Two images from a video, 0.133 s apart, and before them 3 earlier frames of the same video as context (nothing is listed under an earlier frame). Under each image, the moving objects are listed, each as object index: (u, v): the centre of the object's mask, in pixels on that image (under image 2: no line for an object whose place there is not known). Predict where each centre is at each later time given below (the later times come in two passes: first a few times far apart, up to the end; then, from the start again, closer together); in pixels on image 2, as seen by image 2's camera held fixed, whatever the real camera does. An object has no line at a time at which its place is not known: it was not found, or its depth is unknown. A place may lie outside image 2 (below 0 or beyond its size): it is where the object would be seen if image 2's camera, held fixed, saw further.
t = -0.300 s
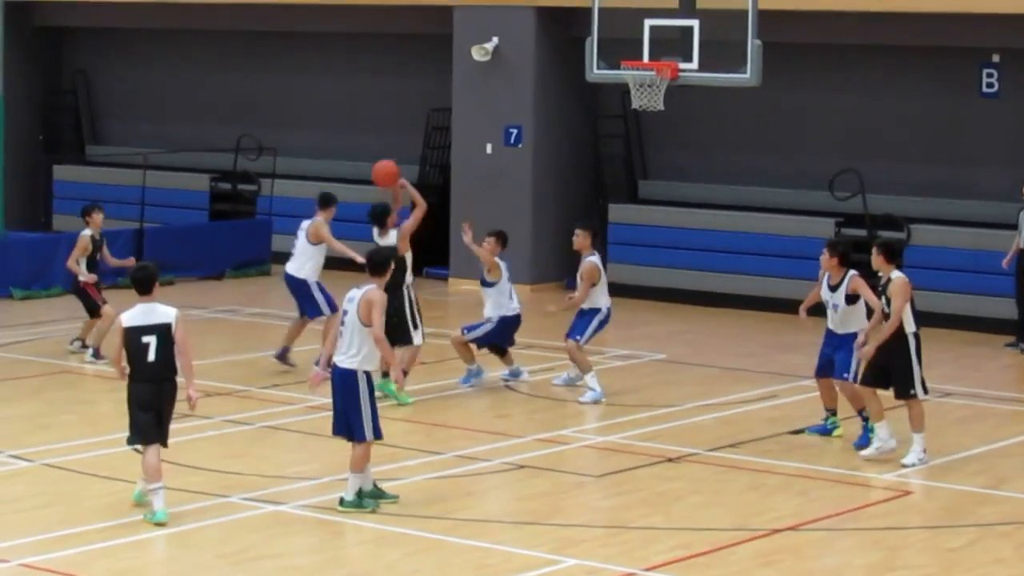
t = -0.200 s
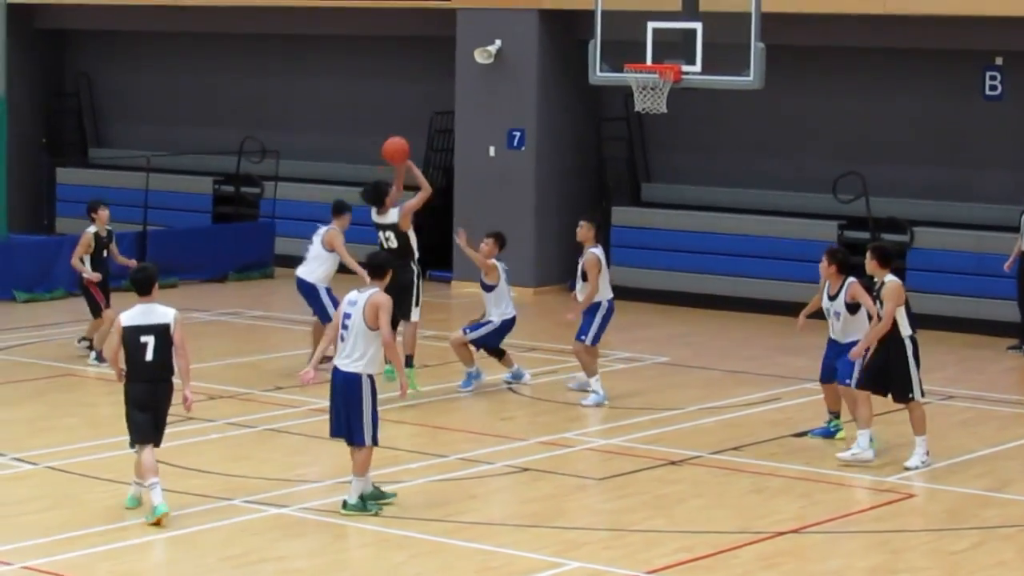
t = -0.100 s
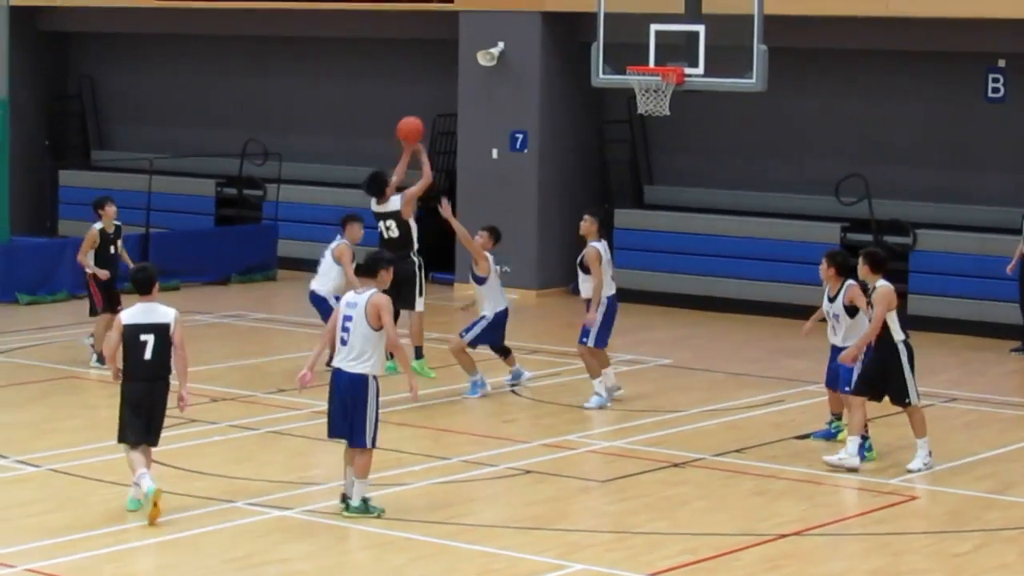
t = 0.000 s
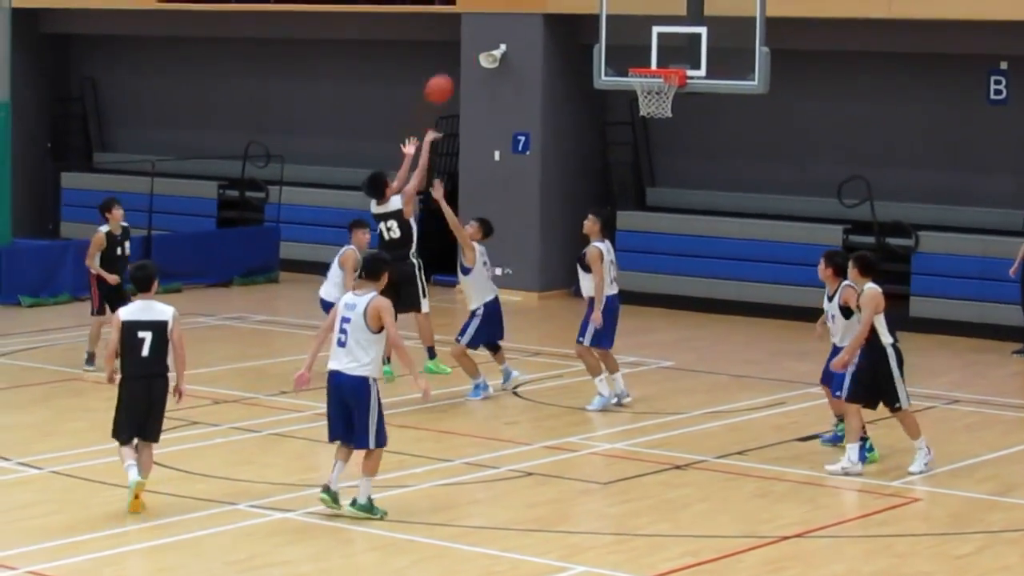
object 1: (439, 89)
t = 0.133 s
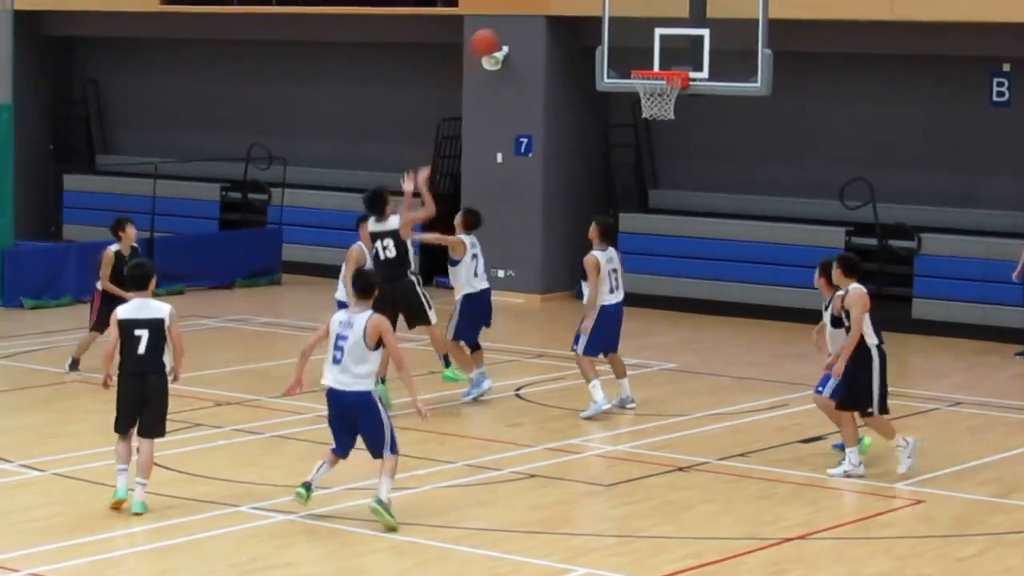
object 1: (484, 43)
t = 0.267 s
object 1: (524, 15)
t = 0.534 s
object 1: (601, 15)
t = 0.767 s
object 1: (666, 66)
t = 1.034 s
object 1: (673, 134)
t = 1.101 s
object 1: (672, 156)
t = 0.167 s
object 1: (494, 33)
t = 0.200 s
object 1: (504, 26)
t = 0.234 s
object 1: (514, 21)
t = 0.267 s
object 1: (524, 15)
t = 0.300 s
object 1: (534, 12)
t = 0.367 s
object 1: (553, 8)
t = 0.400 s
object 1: (564, 7)
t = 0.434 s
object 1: (573, 8)
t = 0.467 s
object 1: (583, 8)
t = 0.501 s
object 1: (592, 10)
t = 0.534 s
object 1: (601, 15)
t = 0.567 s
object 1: (611, 20)
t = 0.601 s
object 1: (621, 27)
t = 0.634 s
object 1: (629, 33)
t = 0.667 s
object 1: (638, 42)
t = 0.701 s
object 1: (646, 51)
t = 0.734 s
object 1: (655, 61)
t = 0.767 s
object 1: (666, 66)
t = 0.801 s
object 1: (674, 87)
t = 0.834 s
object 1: (677, 93)
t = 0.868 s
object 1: (676, 100)
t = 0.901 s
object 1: (676, 104)
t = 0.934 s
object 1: (676, 109)
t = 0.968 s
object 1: (675, 116)
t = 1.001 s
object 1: (674, 124)
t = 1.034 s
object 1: (673, 134)
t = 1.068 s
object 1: (673, 144)
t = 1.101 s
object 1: (672, 156)
